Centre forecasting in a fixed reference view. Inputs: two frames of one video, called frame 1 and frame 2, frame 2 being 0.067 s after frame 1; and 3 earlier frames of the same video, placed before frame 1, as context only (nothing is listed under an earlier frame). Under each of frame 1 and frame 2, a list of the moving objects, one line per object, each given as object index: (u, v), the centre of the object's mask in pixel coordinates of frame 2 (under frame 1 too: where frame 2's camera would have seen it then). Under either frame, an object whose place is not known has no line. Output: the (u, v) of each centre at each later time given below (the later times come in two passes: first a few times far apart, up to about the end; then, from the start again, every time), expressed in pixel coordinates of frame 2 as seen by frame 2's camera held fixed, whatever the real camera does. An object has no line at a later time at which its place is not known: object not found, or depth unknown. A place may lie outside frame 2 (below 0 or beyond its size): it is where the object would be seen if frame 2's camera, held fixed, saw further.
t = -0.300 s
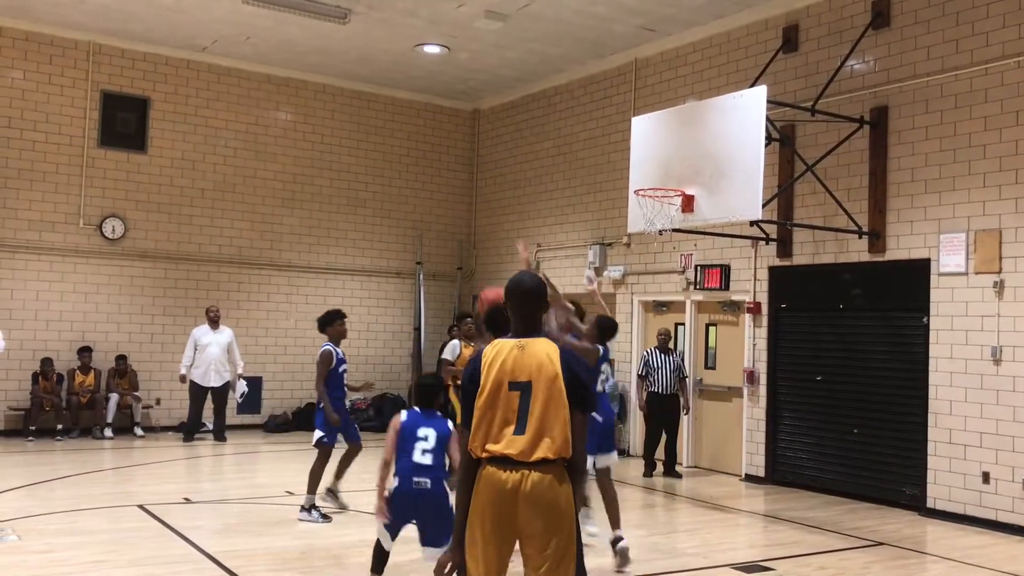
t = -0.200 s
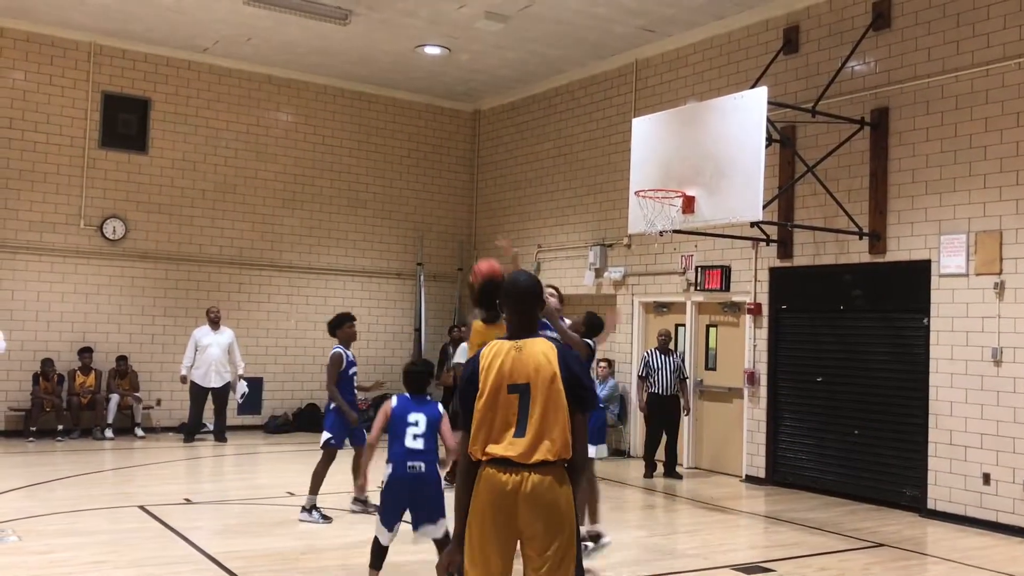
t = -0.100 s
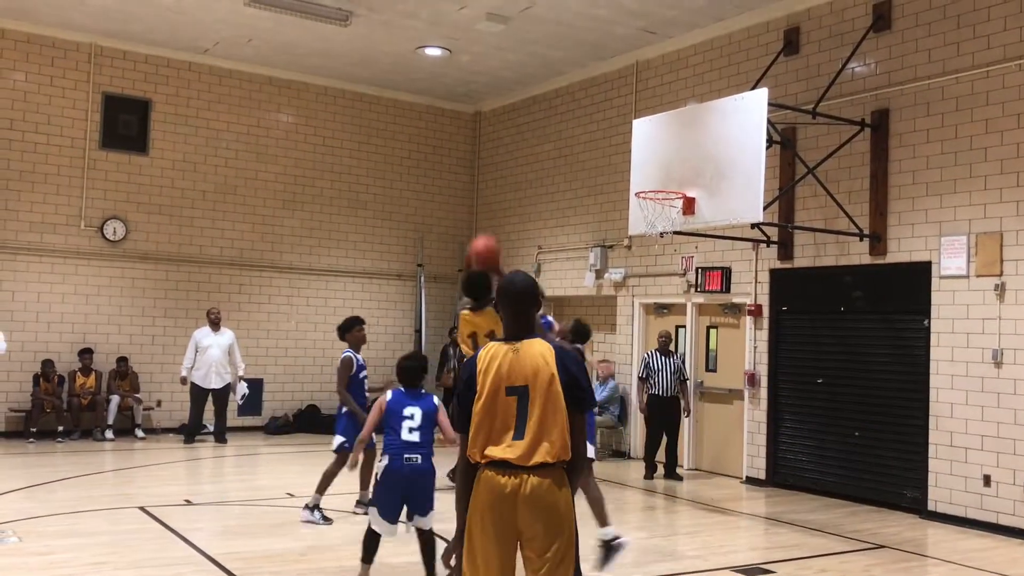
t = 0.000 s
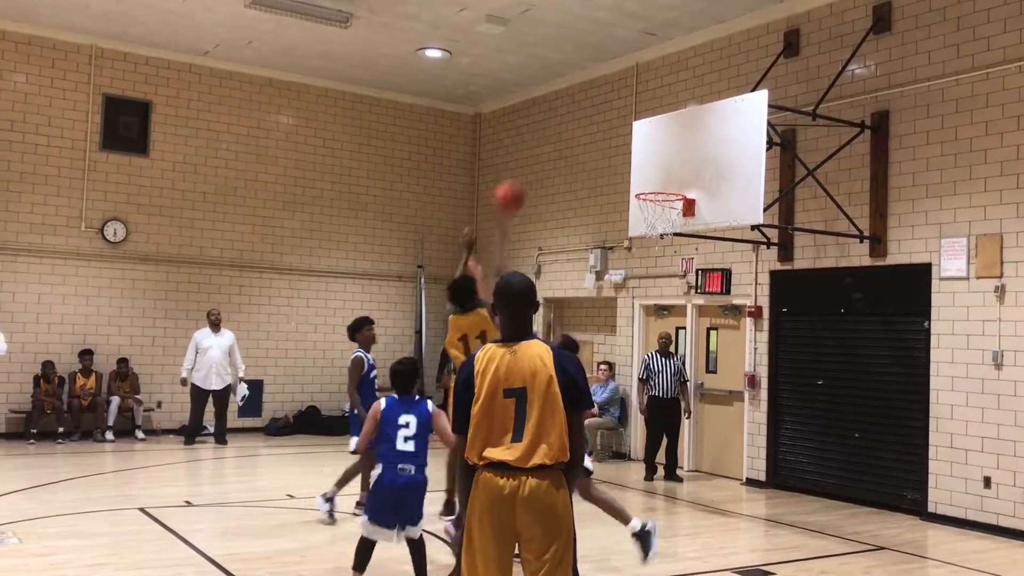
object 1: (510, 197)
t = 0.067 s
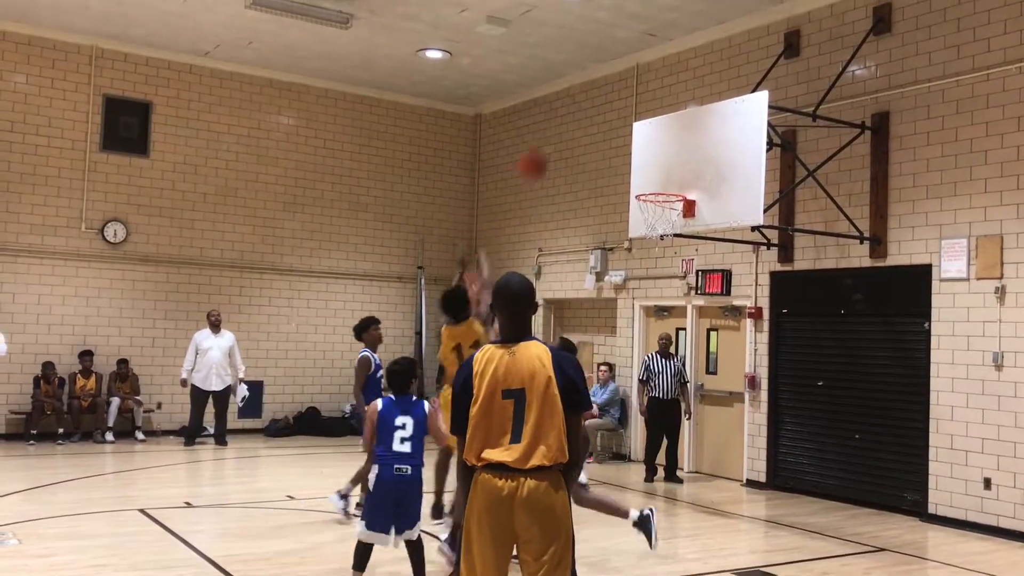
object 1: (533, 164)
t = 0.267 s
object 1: (593, 104)
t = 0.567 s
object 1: (668, 106)
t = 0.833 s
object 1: (661, 162)
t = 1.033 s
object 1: (605, 180)
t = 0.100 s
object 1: (544, 149)
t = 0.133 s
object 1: (554, 136)
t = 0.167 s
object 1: (564, 126)
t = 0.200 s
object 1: (574, 117)
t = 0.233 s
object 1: (583, 110)
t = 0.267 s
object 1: (593, 104)
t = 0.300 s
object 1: (602, 98)
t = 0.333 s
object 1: (612, 95)
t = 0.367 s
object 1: (620, 92)
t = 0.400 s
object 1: (629, 92)
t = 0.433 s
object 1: (637, 92)
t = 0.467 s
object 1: (646, 93)
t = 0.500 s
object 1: (653, 97)
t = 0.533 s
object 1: (661, 100)
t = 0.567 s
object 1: (668, 106)
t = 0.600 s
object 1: (674, 111)
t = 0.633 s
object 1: (681, 118)
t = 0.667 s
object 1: (687, 126)
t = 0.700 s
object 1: (694, 135)
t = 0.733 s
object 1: (689, 142)
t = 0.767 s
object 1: (679, 148)
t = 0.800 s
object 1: (670, 155)
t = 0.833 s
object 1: (661, 162)
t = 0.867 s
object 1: (651, 172)
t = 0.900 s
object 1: (642, 181)
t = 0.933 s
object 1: (631, 181)
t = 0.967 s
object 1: (623, 180)
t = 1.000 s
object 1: (614, 180)
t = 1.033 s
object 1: (605, 180)
